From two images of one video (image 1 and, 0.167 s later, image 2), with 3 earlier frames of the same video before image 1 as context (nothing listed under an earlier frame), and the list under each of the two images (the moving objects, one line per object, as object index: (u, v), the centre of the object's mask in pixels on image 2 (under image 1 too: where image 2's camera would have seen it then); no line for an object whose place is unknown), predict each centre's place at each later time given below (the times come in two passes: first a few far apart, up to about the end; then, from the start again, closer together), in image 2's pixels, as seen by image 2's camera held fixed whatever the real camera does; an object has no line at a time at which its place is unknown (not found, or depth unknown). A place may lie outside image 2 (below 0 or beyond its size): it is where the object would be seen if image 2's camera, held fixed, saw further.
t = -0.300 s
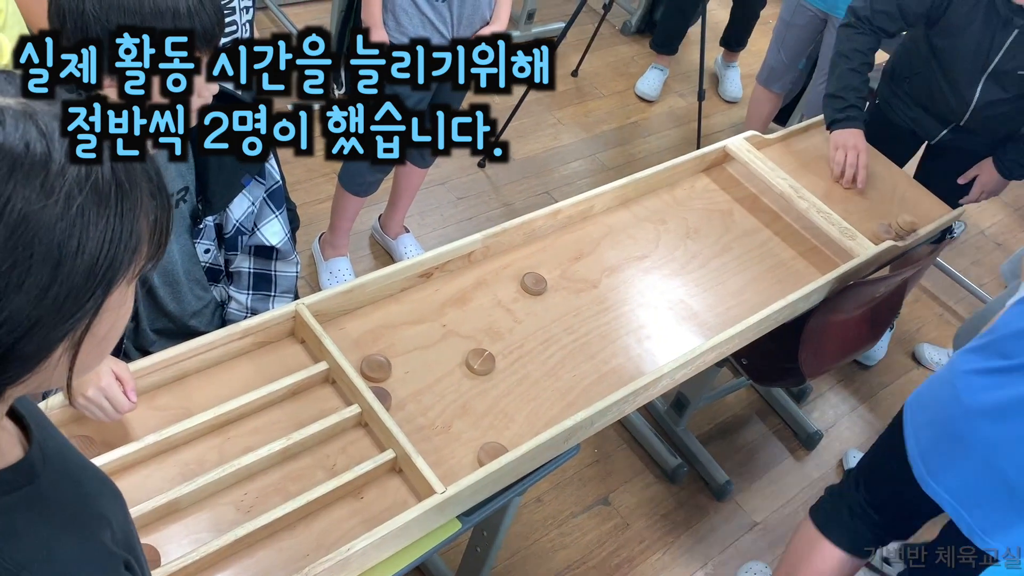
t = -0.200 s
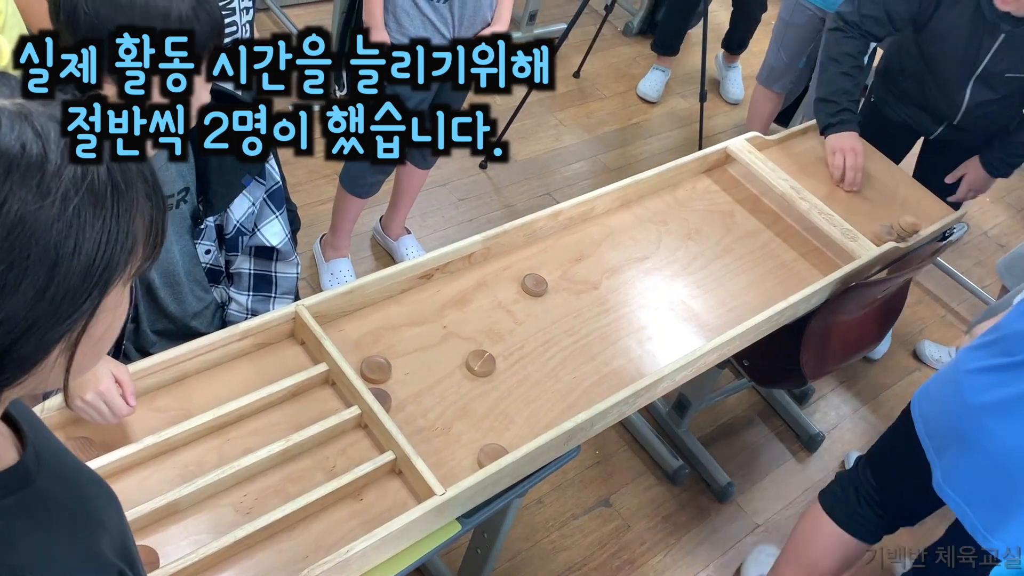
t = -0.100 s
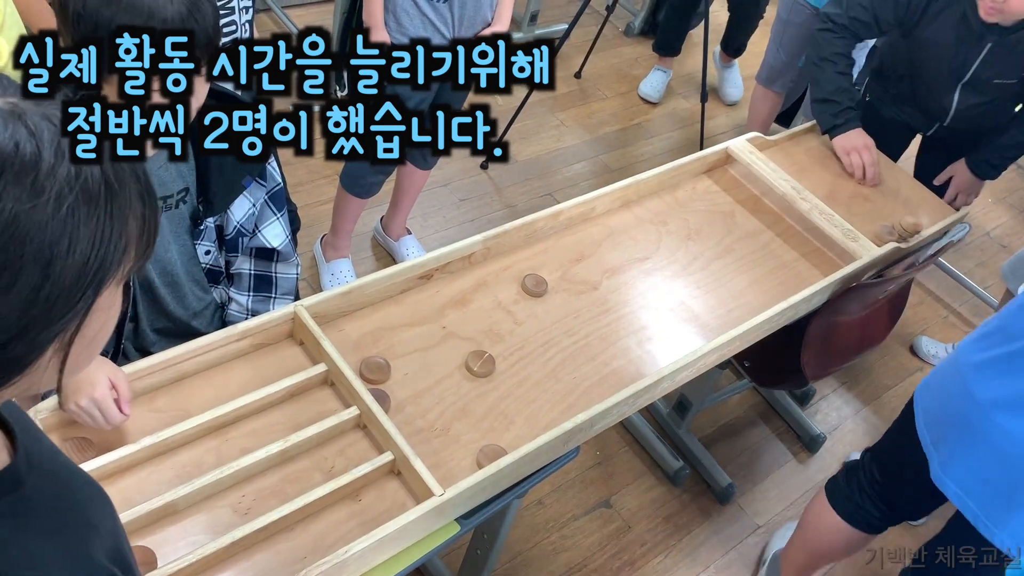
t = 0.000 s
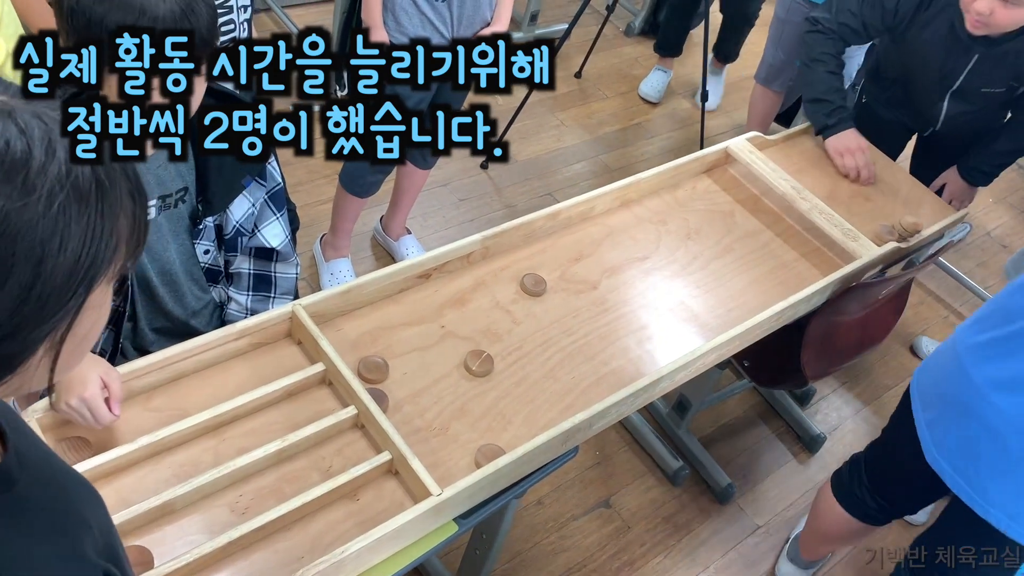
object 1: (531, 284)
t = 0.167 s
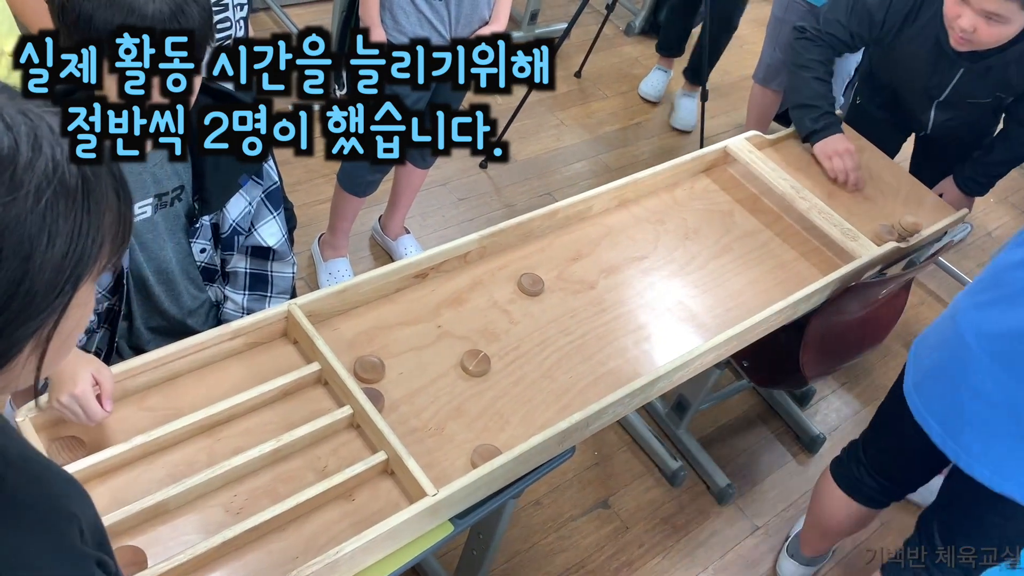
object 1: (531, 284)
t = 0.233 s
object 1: (531, 284)
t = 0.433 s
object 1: (531, 284)
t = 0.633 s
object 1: (531, 284)
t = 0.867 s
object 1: (531, 284)
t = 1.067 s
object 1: (531, 284)
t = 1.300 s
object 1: (531, 284)
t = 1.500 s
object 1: (531, 284)
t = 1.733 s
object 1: (531, 284)
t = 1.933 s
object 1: (531, 284)
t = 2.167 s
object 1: (531, 284)
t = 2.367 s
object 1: (531, 284)
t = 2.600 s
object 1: (531, 284)
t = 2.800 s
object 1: (531, 284)
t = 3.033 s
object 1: (531, 284)
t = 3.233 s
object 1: (531, 284)
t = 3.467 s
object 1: (531, 284)
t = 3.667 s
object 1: (536, 337)
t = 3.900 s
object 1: (541, 396)
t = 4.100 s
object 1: (540, 402)
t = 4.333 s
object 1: (540, 402)
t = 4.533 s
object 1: (540, 402)
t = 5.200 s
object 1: (540, 402)
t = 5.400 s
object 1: (540, 402)
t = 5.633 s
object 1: (540, 402)
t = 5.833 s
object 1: (540, 402)
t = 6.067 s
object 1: (540, 402)
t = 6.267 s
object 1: (540, 402)
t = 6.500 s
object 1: (540, 402)
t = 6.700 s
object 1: (540, 402)
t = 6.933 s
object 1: (540, 402)
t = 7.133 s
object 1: (540, 402)
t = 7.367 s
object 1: (540, 402)
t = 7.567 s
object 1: (540, 402)
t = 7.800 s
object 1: (540, 402)
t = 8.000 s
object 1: (540, 402)
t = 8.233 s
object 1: (540, 402)
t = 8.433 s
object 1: (540, 403)
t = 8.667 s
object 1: (540, 402)
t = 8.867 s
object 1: (540, 402)
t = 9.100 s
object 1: (540, 402)
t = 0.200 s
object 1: (531, 284)
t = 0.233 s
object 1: (531, 284)
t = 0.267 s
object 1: (531, 284)
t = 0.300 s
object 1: (531, 284)
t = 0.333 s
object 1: (531, 284)
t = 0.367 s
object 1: (531, 284)
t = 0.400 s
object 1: (531, 284)
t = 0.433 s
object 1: (531, 284)
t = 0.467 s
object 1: (531, 284)
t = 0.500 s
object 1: (531, 284)
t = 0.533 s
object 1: (531, 284)
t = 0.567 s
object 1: (531, 284)
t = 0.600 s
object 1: (531, 284)
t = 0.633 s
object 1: (531, 284)
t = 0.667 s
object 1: (531, 284)
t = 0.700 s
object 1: (531, 284)
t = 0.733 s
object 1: (531, 284)
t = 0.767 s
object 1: (531, 284)
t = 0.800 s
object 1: (531, 284)
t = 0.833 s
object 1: (531, 284)
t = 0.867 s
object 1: (531, 284)
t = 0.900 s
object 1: (531, 284)
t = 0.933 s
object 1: (531, 284)
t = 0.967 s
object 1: (531, 284)
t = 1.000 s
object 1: (531, 284)
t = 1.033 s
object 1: (531, 284)
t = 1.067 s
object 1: (531, 284)
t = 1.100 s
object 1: (531, 284)
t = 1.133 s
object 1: (531, 284)
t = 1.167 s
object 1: (531, 284)
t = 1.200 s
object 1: (531, 284)
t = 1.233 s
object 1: (531, 284)
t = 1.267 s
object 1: (531, 284)
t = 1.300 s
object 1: (531, 284)
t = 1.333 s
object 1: (531, 284)
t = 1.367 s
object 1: (531, 284)
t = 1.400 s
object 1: (531, 284)
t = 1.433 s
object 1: (531, 284)
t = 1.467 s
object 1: (531, 284)
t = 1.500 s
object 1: (531, 284)
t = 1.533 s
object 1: (531, 284)
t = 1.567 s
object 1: (531, 284)
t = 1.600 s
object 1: (531, 284)
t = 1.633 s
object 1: (531, 284)
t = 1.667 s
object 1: (531, 284)
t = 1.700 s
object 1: (531, 284)
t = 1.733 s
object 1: (531, 284)
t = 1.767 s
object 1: (531, 284)
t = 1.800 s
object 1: (531, 284)
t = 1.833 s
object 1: (531, 284)
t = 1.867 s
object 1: (531, 284)
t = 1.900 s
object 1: (531, 284)
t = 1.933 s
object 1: (531, 284)
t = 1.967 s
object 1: (531, 284)
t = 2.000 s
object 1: (531, 284)
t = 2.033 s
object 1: (530, 284)
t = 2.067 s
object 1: (531, 284)
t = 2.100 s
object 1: (530, 284)
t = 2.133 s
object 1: (530, 284)
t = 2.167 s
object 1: (531, 284)
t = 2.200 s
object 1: (531, 284)
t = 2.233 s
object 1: (531, 284)
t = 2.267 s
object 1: (531, 284)
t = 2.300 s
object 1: (531, 284)
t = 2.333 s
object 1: (531, 284)
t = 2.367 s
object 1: (531, 284)
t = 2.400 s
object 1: (531, 284)
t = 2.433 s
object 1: (531, 284)
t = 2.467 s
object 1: (531, 284)
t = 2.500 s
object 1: (531, 284)
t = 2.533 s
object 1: (531, 284)
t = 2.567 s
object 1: (531, 284)
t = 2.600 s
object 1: (531, 284)
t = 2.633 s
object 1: (531, 284)
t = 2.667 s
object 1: (531, 284)
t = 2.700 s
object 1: (531, 284)
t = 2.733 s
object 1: (531, 284)
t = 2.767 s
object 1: (531, 284)
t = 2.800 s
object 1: (531, 284)
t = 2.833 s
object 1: (531, 284)
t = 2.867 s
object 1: (531, 284)
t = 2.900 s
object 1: (531, 284)
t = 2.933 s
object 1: (531, 284)
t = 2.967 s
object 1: (531, 284)
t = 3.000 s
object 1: (531, 284)
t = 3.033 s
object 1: (531, 284)
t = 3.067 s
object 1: (531, 284)
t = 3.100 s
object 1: (530, 284)
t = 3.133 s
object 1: (530, 284)
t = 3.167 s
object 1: (531, 284)
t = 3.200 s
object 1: (531, 284)
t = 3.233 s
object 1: (531, 284)
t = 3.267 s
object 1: (531, 284)
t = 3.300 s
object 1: (531, 284)
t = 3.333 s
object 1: (530, 284)
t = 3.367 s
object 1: (530, 284)
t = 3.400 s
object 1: (531, 284)
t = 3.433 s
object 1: (530, 284)
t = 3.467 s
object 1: (531, 284)
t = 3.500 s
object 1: (530, 284)
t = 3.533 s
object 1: (530, 285)
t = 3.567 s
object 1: (532, 297)
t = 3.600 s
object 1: (533, 312)
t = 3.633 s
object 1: (534, 324)
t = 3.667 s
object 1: (536, 337)
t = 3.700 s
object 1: (537, 348)
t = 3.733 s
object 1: (538, 359)
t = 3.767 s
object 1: (539, 369)
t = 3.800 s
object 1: (540, 378)
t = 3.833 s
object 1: (540, 385)
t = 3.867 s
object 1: (540, 391)
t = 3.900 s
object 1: (541, 396)
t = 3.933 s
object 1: (540, 399)
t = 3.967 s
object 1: (540, 402)
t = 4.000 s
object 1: (540, 402)
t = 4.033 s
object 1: (540, 402)
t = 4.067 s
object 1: (540, 402)
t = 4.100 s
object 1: (540, 402)
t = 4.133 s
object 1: (540, 402)
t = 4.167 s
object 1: (540, 402)
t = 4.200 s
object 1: (540, 402)
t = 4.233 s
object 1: (540, 402)
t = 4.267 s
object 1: (540, 402)
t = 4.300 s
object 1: (540, 403)
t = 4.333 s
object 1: (540, 402)
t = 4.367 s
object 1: (540, 402)
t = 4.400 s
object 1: (540, 402)
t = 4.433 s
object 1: (540, 402)
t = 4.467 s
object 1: (540, 402)
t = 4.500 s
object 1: (540, 402)
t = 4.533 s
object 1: (540, 402)
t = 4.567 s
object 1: (540, 402)
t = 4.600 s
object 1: (540, 402)
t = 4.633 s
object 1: (540, 402)
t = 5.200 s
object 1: (540, 402)
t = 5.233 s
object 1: (540, 402)
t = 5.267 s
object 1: (540, 402)
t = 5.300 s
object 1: (540, 402)
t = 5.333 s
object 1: (540, 402)
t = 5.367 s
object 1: (540, 402)
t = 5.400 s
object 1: (540, 402)
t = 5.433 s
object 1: (540, 402)
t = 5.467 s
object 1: (540, 402)
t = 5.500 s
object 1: (540, 402)
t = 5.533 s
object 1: (540, 402)
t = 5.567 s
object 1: (540, 402)
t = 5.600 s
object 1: (540, 402)
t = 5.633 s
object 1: (540, 402)
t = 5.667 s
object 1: (540, 402)
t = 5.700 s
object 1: (540, 402)
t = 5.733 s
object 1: (540, 402)
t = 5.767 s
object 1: (540, 402)
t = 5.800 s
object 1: (540, 402)
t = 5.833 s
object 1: (540, 402)
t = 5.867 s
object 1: (540, 402)
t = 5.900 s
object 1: (540, 402)
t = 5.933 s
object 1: (540, 402)
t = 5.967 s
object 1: (540, 402)
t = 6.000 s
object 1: (540, 402)
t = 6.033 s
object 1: (540, 402)
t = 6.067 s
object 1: (540, 402)
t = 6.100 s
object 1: (540, 402)
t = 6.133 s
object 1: (540, 402)
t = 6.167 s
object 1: (540, 402)
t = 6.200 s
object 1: (540, 402)
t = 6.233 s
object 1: (540, 402)
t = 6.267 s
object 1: (540, 402)
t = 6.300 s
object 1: (540, 402)
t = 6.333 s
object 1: (540, 402)
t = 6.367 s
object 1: (540, 402)
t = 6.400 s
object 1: (540, 402)
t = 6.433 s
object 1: (540, 402)
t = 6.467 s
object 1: (540, 402)
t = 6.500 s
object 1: (540, 402)
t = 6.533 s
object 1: (540, 402)
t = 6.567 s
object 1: (540, 402)
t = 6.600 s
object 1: (540, 402)
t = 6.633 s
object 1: (540, 402)
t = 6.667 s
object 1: (540, 402)
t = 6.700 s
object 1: (540, 402)
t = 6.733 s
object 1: (540, 402)
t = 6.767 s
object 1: (540, 402)
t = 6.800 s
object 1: (540, 402)
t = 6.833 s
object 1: (540, 402)
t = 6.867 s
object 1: (540, 402)
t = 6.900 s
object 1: (540, 402)
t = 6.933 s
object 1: (540, 402)
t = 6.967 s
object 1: (540, 402)
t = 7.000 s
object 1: (540, 402)
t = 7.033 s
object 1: (540, 402)
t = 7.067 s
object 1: (540, 402)
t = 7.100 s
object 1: (540, 402)
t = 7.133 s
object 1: (540, 402)
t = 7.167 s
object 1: (540, 402)
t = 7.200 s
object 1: (540, 402)
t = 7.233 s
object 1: (540, 402)
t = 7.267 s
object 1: (540, 402)
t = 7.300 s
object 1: (540, 402)
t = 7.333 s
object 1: (540, 402)
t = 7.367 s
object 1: (540, 402)
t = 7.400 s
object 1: (540, 402)
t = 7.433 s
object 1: (540, 402)
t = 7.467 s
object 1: (540, 402)
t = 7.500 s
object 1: (540, 402)
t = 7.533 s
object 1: (540, 402)
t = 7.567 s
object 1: (540, 402)
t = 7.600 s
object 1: (540, 402)
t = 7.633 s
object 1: (540, 402)
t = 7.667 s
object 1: (540, 402)
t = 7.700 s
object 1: (540, 402)
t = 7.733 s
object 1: (540, 402)
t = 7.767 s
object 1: (540, 402)
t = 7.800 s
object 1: (540, 402)
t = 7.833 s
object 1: (540, 402)
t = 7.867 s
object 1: (540, 402)
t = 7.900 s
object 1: (540, 402)
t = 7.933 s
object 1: (540, 402)
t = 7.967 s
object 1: (540, 402)
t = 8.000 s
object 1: (540, 402)
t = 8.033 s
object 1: (540, 402)
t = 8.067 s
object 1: (540, 402)
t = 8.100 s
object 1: (540, 402)
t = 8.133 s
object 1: (540, 402)
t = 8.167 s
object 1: (540, 402)
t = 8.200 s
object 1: (540, 402)
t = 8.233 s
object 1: (540, 402)
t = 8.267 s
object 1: (540, 403)
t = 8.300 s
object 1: (540, 402)
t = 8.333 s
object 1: (540, 402)
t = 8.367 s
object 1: (540, 402)
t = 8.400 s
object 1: (540, 402)
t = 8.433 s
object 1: (540, 403)
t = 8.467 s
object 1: (540, 402)
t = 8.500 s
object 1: (540, 402)
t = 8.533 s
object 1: (540, 402)
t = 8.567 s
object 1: (540, 402)
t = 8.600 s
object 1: (540, 402)
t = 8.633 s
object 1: (540, 402)
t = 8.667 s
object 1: (540, 402)
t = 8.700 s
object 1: (540, 403)
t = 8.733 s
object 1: (540, 403)
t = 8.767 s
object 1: (540, 402)
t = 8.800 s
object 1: (540, 402)
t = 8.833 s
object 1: (540, 403)
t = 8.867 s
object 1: (540, 402)
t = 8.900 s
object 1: (540, 402)
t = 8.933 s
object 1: (540, 402)
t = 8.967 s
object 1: (540, 402)
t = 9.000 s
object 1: (540, 402)
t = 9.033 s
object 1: (540, 402)
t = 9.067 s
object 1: (540, 402)
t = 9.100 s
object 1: (540, 402)
